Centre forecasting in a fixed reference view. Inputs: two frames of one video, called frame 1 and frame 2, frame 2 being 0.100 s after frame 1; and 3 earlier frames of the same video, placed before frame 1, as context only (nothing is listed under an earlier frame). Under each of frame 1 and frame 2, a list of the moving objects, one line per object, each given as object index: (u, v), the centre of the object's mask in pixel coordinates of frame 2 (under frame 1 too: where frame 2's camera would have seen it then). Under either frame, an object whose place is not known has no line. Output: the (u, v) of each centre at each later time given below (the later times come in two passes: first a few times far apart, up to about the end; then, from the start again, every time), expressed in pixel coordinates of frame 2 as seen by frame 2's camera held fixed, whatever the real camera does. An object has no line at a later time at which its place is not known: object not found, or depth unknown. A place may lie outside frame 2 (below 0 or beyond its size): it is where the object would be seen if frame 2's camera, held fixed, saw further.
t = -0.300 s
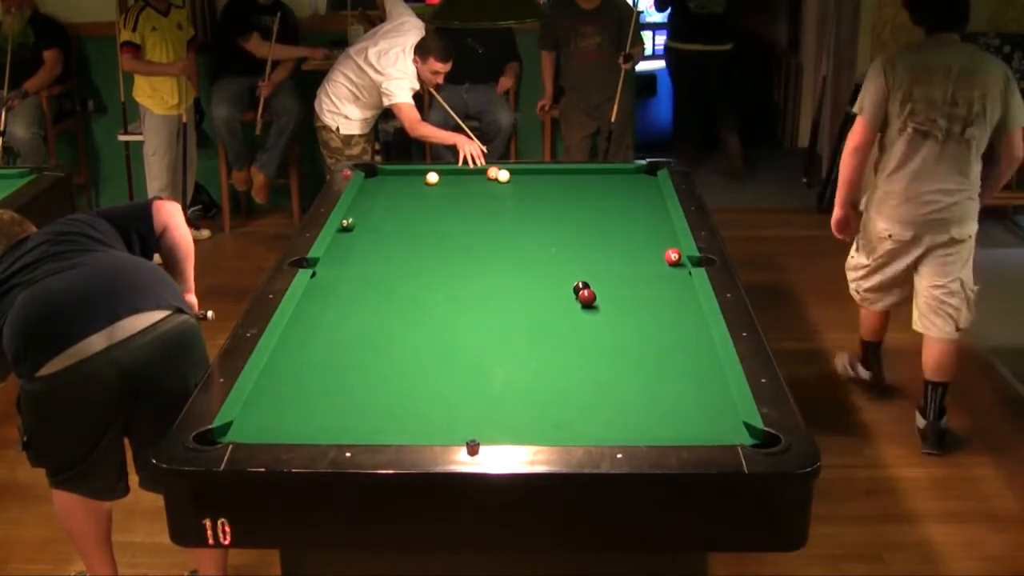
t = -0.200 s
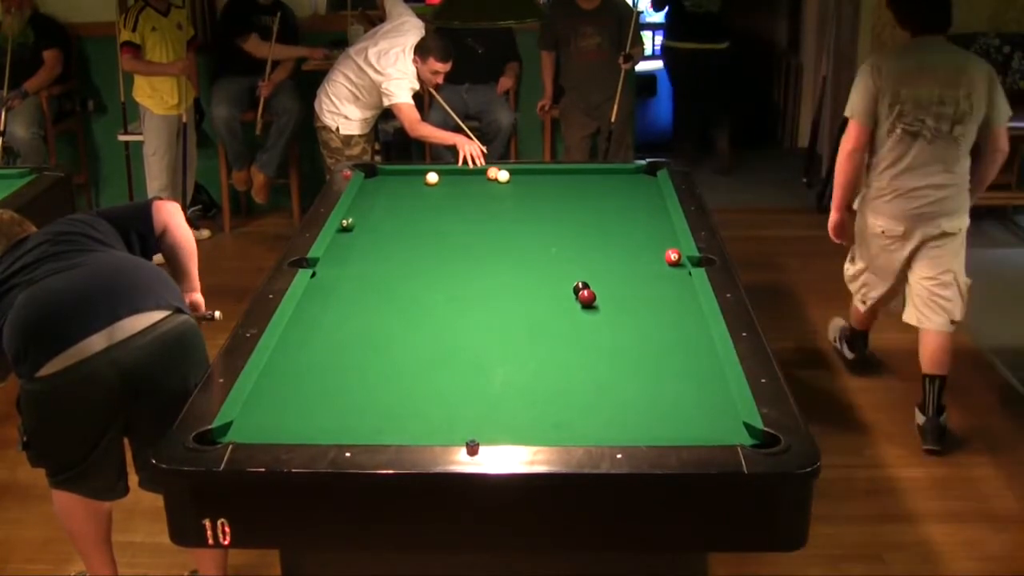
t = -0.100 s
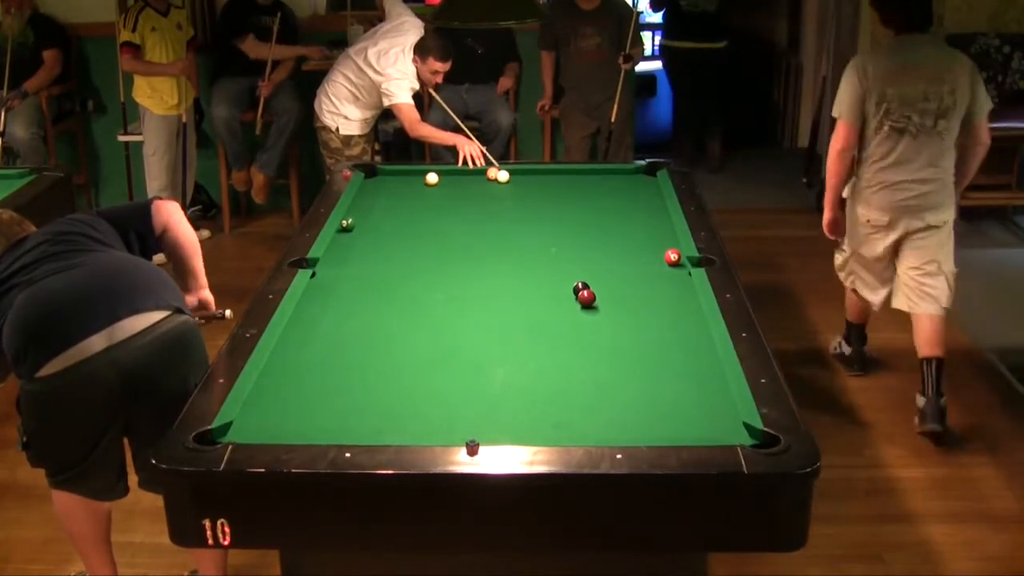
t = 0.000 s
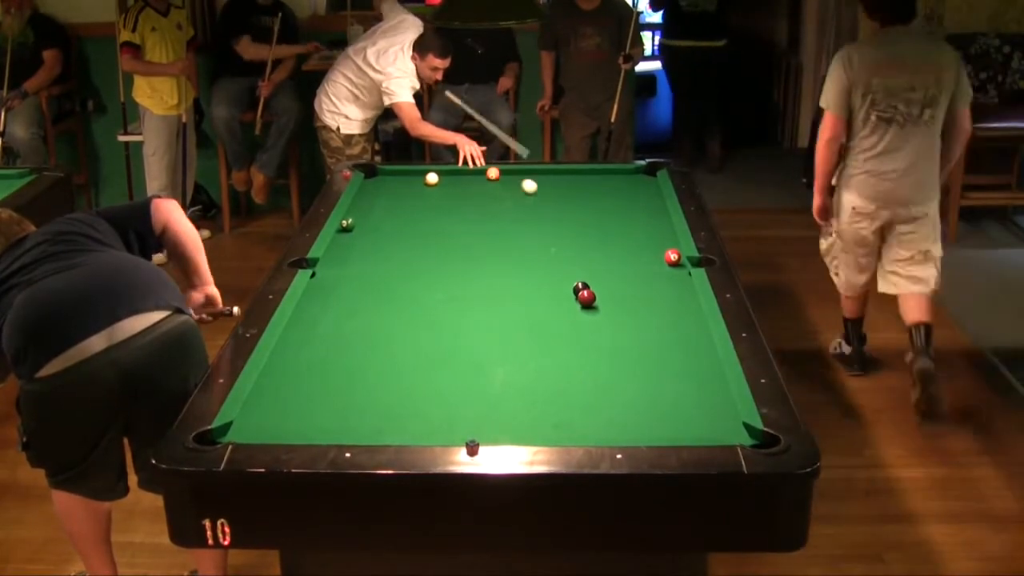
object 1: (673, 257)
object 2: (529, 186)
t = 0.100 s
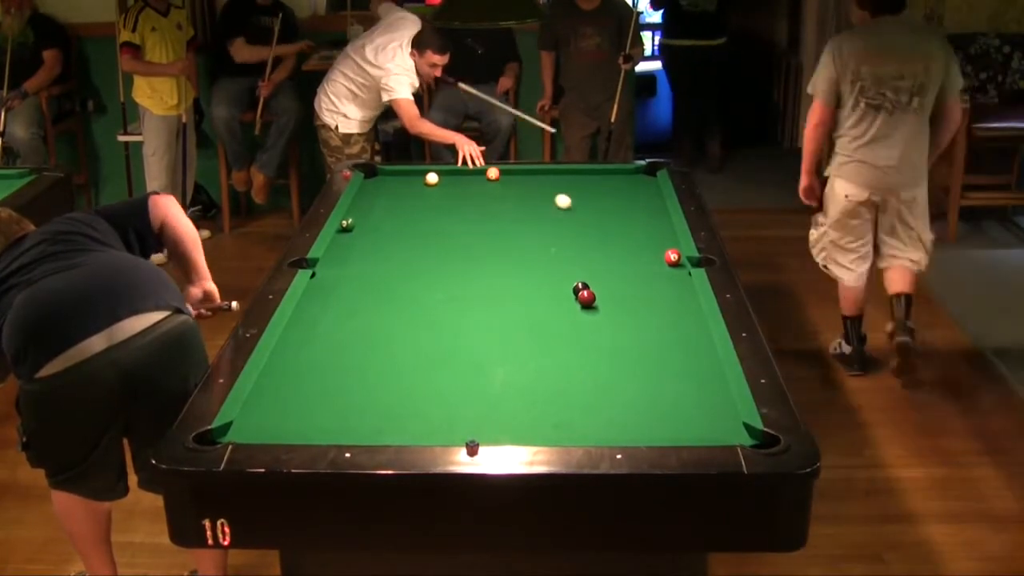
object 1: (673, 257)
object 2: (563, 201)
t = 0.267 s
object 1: (673, 257)
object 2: (625, 228)
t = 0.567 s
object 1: (663, 282)
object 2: (643, 252)
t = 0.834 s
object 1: (651, 317)
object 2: (617, 259)
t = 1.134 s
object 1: (635, 360)
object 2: (591, 267)
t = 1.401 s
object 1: (618, 404)
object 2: (567, 274)
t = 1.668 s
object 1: (599, 426)
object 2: (545, 282)
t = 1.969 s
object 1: (581, 397)
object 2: (519, 290)
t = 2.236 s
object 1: (565, 376)
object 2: (497, 297)
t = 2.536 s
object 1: (550, 355)
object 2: (473, 305)
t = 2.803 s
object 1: (538, 337)
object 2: (452, 311)
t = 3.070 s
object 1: (527, 322)
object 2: (433, 317)
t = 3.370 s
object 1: (516, 307)
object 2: (411, 323)
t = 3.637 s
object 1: (507, 296)
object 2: (393, 329)
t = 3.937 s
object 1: (497, 284)
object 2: (375, 335)
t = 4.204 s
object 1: (490, 274)
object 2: (360, 340)
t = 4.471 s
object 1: (482, 266)
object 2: (345, 344)
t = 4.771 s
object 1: (476, 257)
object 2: (331, 348)
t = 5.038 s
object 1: (470, 250)
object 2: (319, 351)
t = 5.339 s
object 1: (464, 243)
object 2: (308, 355)
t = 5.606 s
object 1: (460, 238)
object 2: (300, 358)
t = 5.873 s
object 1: (456, 233)
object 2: (294, 360)
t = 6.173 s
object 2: (289, 362)
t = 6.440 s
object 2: (286, 363)
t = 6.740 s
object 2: (284, 364)
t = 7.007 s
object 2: (284, 364)
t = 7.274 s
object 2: (283, 364)
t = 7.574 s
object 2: (284, 364)
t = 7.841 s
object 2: (284, 364)
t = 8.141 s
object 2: (283, 364)
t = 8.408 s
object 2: (283, 364)
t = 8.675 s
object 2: (283, 364)
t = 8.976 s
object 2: (283, 364)
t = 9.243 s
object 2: (283, 364)
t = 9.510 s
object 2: (284, 364)
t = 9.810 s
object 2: (283, 364)
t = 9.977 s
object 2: (283, 364)
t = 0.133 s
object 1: (673, 257)
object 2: (575, 206)
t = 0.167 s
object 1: (673, 257)
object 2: (587, 212)
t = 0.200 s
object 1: (673, 257)
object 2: (599, 217)
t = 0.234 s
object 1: (673, 257)
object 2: (612, 223)
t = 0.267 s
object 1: (673, 257)
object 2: (625, 228)
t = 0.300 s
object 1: (672, 257)
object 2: (639, 234)
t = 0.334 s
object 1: (673, 257)
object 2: (653, 240)
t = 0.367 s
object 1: (673, 257)
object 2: (666, 245)
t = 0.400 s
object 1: (673, 258)
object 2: (671, 248)
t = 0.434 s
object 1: (670, 263)
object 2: (664, 250)
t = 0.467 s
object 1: (668, 268)
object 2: (658, 251)
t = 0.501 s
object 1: (667, 273)
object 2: (653, 251)
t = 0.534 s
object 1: (665, 278)
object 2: (648, 252)
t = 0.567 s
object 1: (663, 282)
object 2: (643, 252)
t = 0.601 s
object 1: (662, 287)
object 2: (639, 253)
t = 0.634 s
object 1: (660, 291)
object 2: (635, 253)
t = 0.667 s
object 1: (659, 295)
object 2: (632, 255)
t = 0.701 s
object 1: (657, 299)
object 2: (629, 255)
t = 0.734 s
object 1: (656, 303)
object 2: (626, 256)
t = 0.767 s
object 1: (654, 307)
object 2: (623, 257)
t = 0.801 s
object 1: (653, 312)
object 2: (620, 258)
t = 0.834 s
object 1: (651, 317)
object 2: (617, 259)
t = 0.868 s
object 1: (649, 321)
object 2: (614, 260)
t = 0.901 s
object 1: (647, 325)
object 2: (611, 261)
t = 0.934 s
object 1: (646, 330)
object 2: (609, 262)
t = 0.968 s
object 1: (644, 335)
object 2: (605, 263)
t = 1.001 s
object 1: (643, 340)
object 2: (603, 264)
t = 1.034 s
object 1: (641, 345)
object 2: (600, 265)
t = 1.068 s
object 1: (639, 349)
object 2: (597, 265)
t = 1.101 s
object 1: (637, 355)
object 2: (594, 266)
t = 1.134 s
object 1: (635, 360)
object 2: (591, 267)
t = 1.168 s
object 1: (633, 365)
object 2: (588, 268)
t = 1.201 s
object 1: (631, 370)
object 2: (585, 269)
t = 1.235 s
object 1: (629, 375)
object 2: (582, 270)
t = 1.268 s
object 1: (627, 381)
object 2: (579, 271)
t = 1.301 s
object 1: (625, 387)
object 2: (576, 272)
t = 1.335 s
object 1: (623, 392)
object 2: (573, 272)
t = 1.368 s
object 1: (620, 398)
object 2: (570, 274)
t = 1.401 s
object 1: (618, 404)
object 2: (567, 274)
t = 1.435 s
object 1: (616, 410)
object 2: (565, 275)
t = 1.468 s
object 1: (614, 415)
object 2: (562, 276)
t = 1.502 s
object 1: (611, 422)
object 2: (559, 277)
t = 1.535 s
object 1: (609, 427)
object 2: (556, 278)
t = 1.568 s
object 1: (606, 430)
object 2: (553, 279)
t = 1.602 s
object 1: (604, 430)
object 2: (550, 280)
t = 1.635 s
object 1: (601, 428)
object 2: (547, 281)
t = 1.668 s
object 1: (599, 426)
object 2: (545, 282)
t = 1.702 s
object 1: (597, 422)
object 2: (542, 283)
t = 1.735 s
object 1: (595, 418)
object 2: (539, 284)
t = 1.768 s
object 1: (593, 415)
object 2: (536, 285)
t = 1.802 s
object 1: (591, 412)
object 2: (533, 286)
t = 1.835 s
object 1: (588, 409)
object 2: (531, 287)
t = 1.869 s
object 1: (587, 406)
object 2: (528, 288)
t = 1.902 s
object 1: (584, 403)
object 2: (525, 288)
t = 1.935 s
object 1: (582, 400)
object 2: (522, 289)
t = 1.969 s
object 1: (581, 397)
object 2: (519, 290)
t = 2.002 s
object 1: (579, 395)
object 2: (517, 291)
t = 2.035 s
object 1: (577, 392)
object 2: (514, 292)
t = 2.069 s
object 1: (575, 389)
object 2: (511, 293)
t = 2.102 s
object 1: (573, 386)
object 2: (508, 294)
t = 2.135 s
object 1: (571, 383)
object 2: (505, 294)
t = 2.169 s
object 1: (569, 381)
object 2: (503, 295)
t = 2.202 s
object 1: (567, 379)
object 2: (500, 296)
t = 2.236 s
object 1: (565, 376)
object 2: (497, 297)
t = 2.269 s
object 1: (564, 374)
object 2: (495, 298)
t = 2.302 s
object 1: (562, 371)
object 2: (492, 299)
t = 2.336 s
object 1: (560, 368)
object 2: (489, 299)
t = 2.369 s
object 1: (559, 366)
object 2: (487, 300)
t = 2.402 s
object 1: (557, 364)
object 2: (484, 301)
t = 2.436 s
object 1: (555, 361)
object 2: (481, 302)
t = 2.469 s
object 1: (553, 359)
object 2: (478, 303)
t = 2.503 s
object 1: (552, 357)
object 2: (476, 304)
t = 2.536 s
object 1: (550, 355)
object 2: (473, 305)
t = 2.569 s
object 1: (548, 352)
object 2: (470, 305)
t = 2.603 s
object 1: (547, 350)
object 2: (468, 306)
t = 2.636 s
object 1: (546, 348)
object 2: (465, 307)
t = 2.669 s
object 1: (544, 346)
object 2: (463, 308)
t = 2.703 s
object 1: (542, 344)
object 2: (460, 309)
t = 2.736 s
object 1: (541, 342)
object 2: (457, 310)
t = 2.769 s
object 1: (539, 340)
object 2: (455, 310)
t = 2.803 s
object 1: (538, 337)
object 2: (452, 311)
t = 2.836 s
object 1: (536, 335)
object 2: (450, 312)
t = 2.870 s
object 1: (535, 334)
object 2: (447, 312)
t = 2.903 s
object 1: (533, 332)
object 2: (445, 313)
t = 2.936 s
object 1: (532, 330)
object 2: (442, 314)
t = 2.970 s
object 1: (531, 328)
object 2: (440, 315)
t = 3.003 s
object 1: (530, 326)
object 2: (437, 316)
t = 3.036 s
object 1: (528, 324)
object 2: (435, 316)
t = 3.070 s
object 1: (527, 322)
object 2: (433, 317)
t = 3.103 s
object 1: (526, 321)
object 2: (430, 317)
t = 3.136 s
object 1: (524, 319)
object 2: (428, 318)
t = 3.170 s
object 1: (523, 317)
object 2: (425, 319)
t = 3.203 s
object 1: (522, 316)
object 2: (423, 320)
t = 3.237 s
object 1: (521, 314)
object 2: (420, 321)
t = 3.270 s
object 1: (519, 313)
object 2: (418, 321)
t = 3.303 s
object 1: (518, 310)
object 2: (416, 322)
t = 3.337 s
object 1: (517, 309)
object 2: (414, 323)
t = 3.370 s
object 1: (516, 307)
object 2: (411, 323)
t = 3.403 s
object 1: (514, 306)
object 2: (409, 324)
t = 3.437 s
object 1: (513, 304)
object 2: (407, 325)
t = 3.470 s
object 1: (512, 303)
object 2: (404, 326)
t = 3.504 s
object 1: (511, 302)
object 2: (402, 326)
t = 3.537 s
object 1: (510, 300)
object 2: (400, 327)
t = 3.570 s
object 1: (509, 299)
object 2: (398, 328)
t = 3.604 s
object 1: (508, 297)
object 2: (396, 328)
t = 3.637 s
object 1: (507, 296)
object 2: (393, 329)
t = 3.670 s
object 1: (506, 294)
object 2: (391, 330)
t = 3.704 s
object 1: (504, 293)
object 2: (389, 330)
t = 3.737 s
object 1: (503, 292)
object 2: (387, 331)
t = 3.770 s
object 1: (502, 290)
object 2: (385, 331)
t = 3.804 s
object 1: (501, 289)
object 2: (383, 332)
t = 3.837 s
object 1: (500, 288)
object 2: (381, 333)
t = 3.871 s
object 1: (499, 286)
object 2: (379, 334)
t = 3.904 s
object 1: (498, 285)
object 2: (377, 334)
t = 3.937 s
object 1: (497, 284)
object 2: (375, 335)
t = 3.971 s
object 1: (496, 283)
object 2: (373, 335)
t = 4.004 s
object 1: (495, 281)
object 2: (371, 336)
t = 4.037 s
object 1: (494, 280)
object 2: (369, 336)
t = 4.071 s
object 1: (494, 279)
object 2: (367, 337)
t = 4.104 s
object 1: (492, 278)
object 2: (365, 338)
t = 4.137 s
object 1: (491, 277)
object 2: (363, 338)
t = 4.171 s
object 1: (490, 275)
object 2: (361, 339)
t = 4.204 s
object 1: (490, 274)
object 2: (360, 340)
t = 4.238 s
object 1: (489, 273)
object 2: (358, 340)
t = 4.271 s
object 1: (488, 272)
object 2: (356, 341)
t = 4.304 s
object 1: (487, 271)
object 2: (354, 341)
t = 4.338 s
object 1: (486, 270)
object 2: (352, 342)
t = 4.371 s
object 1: (485, 269)
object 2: (350, 342)
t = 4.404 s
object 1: (484, 268)
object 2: (349, 343)
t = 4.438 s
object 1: (483, 267)
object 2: (347, 343)
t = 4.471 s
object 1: (482, 266)
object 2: (345, 344)
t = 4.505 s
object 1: (482, 265)
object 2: (343, 344)
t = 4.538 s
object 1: (481, 264)
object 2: (342, 345)
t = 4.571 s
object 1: (480, 263)
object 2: (340, 346)
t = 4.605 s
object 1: (479, 262)
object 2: (338, 346)
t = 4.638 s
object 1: (479, 261)
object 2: (337, 346)
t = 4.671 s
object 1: (478, 260)
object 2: (335, 347)
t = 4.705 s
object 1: (477, 259)
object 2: (334, 347)
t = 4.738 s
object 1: (476, 258)
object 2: (332, 348)
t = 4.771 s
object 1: (476, 257)
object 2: (331, 348)
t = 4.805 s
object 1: (475, 256)
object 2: (329, 349)
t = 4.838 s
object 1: (474, 255)
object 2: (328, 349)
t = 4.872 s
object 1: (474, 255)
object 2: (326, 349)
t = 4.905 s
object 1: (473, 253)
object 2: (325, 350)
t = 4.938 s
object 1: (472, 253)
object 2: (323, 350)
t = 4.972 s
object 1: (471, 252)
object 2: (322, 351)
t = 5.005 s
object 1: (471, 251)
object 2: (321, 351)
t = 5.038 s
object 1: (470, 250)
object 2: (319, 351)
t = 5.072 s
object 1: (469, 249)
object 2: (318, 352)
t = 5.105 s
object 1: (469, 249)
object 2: (317, 352)
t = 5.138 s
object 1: (468, 248)
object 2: (315, 353)
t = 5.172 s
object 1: (467, 247)
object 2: (314, 353)
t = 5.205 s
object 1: (467, 246)
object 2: (313, 353)
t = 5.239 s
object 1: (466, 246)
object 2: (312, 354)
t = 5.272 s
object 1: (466, 245)
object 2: (310, 354)
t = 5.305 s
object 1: (465, 244)
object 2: (309, 355)
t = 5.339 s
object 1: (464, 243)
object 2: (308, 355)
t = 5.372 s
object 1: (464, 243)
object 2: (307, 355)
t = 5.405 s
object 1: (463, 242)
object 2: (306, 356)
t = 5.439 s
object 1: (462, 241)
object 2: (305, 356)
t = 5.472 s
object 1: (462, 240)
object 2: (304, 356)
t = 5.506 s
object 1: (461, 240)
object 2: (303, 357)
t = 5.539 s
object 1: (461, 239)
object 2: (302, 357)
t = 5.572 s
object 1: (460, 238)
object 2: (301, 357)
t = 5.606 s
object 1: (460, 238)
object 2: (300, 358)
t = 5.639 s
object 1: (459, 237)
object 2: (299, 358)
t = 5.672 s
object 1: (459, 237)
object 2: (299, 358)
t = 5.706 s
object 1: (458, 236)
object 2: (298, 358)
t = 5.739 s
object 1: (458, 235)
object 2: (297, 359)
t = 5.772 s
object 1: (457, 235)
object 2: (296, 359)
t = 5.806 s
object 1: (457, 234)
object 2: (295, 359)
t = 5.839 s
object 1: (456, 234)
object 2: (295, 360)
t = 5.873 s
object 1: (456, 233)
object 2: (294, 360)
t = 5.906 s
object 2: (293, 360)
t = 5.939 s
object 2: (293, 360)
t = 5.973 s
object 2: (292, 360)
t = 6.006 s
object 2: (291, 361)
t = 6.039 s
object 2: (291, 361)
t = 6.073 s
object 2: (290, 361)
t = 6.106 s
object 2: (290, 361)
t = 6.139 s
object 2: (289, 361)
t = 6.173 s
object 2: (289, 362)
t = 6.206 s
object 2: (288, 362)
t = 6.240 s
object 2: (288, 362)
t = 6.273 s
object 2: (287, 362)
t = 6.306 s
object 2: (287, 362)
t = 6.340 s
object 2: (287, 362)
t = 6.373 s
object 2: (286, 362)
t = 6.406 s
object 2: (286, 363)
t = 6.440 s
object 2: (286, 363)
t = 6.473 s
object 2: (286, 363)
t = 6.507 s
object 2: (285, 363)
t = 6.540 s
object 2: (285, 363)
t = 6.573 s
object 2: (285, 363)
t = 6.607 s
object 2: (285, 363)
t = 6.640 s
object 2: (284, 363)
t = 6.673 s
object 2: (284, 363)
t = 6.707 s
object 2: (284, 363)
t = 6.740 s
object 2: (284, 364)
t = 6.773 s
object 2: (284, 364)
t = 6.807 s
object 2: (284, 364)
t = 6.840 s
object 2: (284, 364)
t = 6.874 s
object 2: (284, 364)
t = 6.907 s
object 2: (284, 364)
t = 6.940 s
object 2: (284, 364)
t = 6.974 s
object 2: (284, 364)
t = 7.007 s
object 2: (284, 364)
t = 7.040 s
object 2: (284, 364)
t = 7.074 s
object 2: (284, 364)
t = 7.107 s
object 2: (284, 364)
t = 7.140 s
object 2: (284, 364)
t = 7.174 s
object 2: (284, 364)
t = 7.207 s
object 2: (284, 364)
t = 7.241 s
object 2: (283, 364)
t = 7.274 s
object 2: (283, 364)
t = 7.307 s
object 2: (283, 364)
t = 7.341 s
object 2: (284, 364)
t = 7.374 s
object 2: (283, 364)
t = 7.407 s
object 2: (284, 364)
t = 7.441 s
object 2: (283, 364)
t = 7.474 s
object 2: (283, 364)
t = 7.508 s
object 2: (284, 364)
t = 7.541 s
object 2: (284, 364)
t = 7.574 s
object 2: (284, 364)
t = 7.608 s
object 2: (284, 364)
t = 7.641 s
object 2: (284, 364)
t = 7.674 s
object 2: (284, 364)
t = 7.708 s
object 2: (284, 364)
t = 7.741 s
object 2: (284, 364)
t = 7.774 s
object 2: (284, 364)
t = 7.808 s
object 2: (284, 364)
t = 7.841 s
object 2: (284, 364)
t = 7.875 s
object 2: (284, 364)
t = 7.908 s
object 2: (284, 364)
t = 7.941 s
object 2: (284, 364)
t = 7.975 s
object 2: (284, 364)
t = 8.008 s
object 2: (284, 364)
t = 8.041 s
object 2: (284, 364)
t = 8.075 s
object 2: (283, 364)
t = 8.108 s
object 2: (283, 364)
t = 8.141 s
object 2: (283, 364)
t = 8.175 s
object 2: (283, 364)
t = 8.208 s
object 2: (283, 364)
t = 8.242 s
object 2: (283, 364)
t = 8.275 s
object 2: (283, 364)
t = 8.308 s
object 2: (283, 364)
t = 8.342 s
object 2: (283, 364)
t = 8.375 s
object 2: (283, 364)
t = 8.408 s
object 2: (283, 364)
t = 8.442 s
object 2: (283, 364)
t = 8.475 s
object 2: (283, 364)
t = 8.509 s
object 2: (283, 364)
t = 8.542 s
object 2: (283, 364)
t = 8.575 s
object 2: (283, 364)
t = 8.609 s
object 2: (283, 364)
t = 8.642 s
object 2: (283, 364)
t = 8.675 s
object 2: (283, 364)
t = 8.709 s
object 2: (283, 364)
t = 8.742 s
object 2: (283, 364)
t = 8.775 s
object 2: (283, 364)
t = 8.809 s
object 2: (283, 364)
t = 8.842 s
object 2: (283, 364)
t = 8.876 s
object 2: (283, 364)
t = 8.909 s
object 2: (283, 364)
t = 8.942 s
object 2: (283, 364)
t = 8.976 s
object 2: (283, 364)
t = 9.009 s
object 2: (283, 364)
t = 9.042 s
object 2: (283, 364)
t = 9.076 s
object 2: (283, 364)
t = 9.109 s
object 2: (283, 364)
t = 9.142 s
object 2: (283, 364)
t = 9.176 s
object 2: (283, 364)
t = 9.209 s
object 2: (283, 364)
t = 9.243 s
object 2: (283, 364)
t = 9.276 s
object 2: (283, 364)
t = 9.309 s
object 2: (283, 364)
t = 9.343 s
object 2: (283, 364)
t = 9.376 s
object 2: (283, 364)
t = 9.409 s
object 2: (284, 364)
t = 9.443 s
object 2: (284, 364)
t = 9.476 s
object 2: (284, 364)
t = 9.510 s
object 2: (284, 364)
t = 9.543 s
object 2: (284, 364)
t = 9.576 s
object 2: (284, 364)
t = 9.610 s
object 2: (284, 364)
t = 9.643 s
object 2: (284, 364)
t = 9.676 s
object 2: (284, 364)
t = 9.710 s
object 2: (283, 364)
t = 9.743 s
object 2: (283, 364)
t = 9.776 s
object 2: (283, 364)
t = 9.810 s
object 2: (283, 364)
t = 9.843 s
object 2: (283, 364)
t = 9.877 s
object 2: (283, 364)
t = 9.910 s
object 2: (283, 364)
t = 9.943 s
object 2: (283, 364)
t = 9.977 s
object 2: (283, 364)
